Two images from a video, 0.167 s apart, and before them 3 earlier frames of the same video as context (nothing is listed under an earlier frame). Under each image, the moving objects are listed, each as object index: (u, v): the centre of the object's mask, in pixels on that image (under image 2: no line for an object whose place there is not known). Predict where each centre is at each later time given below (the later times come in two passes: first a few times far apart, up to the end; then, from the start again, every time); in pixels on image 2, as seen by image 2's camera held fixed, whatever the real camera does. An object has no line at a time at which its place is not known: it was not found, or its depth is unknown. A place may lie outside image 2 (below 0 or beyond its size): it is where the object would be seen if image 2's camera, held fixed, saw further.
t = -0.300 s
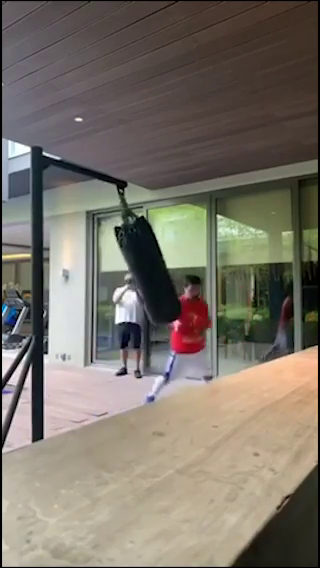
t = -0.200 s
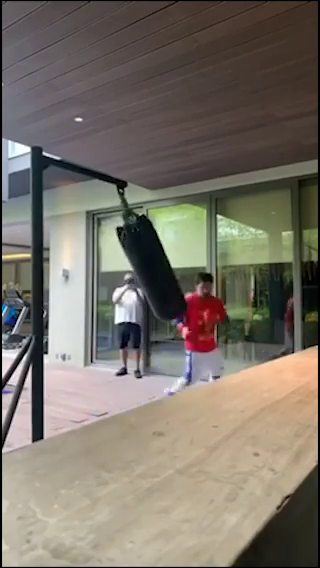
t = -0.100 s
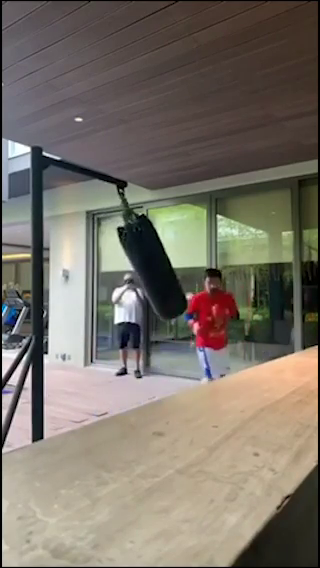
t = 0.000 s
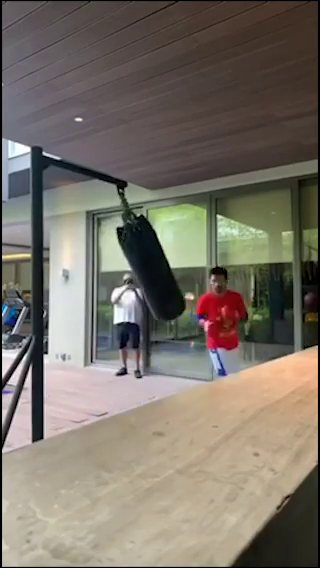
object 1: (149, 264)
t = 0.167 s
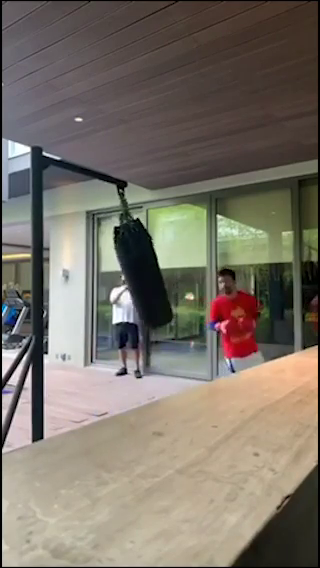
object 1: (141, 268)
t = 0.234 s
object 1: (136, 272)
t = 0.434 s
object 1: (116, 277)
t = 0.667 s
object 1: (91, 271)
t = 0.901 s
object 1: (83, 265)
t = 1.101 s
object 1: (90, 270)
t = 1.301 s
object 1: (111, 274)
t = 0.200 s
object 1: (139, 271)
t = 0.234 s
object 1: (136, 272)
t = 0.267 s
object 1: (133, 273)
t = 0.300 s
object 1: (130, 274)
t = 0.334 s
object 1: (127, 275)
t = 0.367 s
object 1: (123, 275)
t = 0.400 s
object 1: (119, 276)
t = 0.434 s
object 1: (116, 277)
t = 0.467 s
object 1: (111, 277)
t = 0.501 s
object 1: (107, 275)
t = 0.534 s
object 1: (103, 275)
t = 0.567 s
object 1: (100, 275)
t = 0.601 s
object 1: (97, 274)
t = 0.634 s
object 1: (94, 272)
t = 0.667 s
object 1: (91, 271)
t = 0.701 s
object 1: (89, 270)
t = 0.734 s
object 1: (87, 268)
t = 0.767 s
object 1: (86, 267)
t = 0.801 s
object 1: (84, 266)
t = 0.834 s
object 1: (84, 265)
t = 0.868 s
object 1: (83, 265)
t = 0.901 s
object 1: (83, 265)
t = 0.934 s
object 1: (83, 265)
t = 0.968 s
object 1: (84, 266)
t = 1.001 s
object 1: (85, 267)
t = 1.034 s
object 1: (87, 267)
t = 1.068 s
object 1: (88, 269)
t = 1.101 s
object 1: (90, 270)
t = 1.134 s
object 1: (92, 271)
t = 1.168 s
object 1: (95, 272)
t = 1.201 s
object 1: (99, 273)
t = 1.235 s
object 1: (102, 274)
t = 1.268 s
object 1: (105, 274)
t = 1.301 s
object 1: (111, 274)
